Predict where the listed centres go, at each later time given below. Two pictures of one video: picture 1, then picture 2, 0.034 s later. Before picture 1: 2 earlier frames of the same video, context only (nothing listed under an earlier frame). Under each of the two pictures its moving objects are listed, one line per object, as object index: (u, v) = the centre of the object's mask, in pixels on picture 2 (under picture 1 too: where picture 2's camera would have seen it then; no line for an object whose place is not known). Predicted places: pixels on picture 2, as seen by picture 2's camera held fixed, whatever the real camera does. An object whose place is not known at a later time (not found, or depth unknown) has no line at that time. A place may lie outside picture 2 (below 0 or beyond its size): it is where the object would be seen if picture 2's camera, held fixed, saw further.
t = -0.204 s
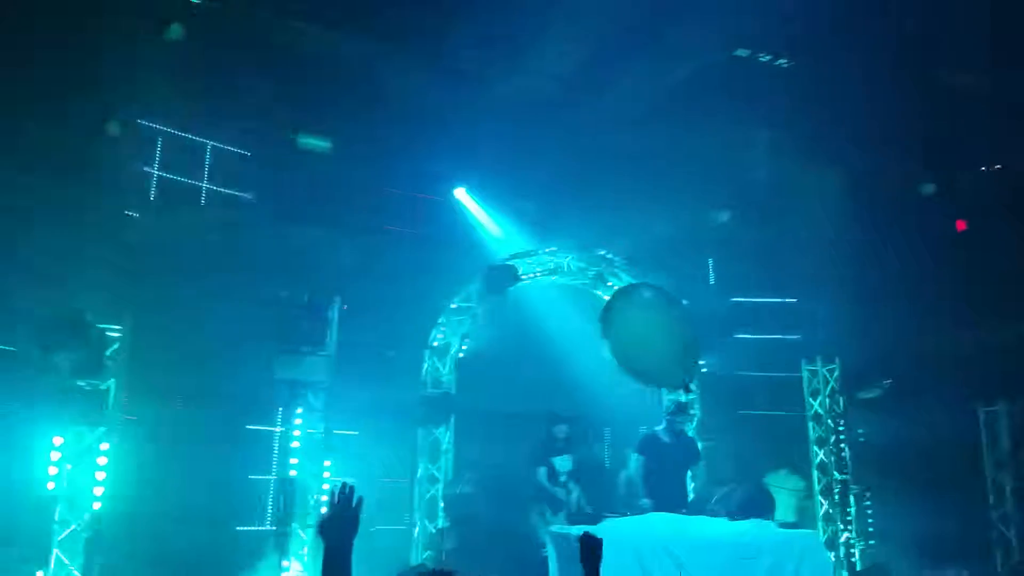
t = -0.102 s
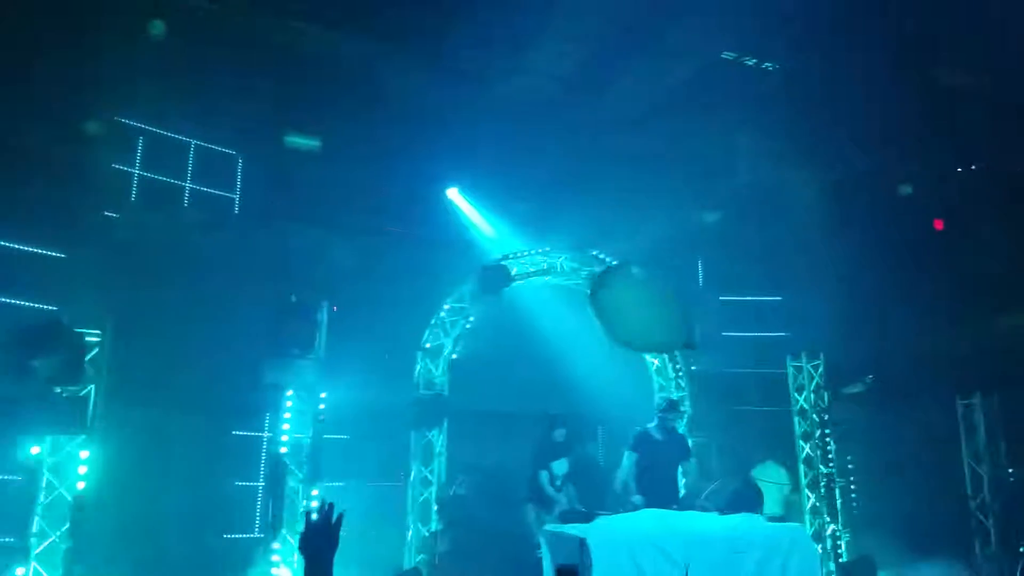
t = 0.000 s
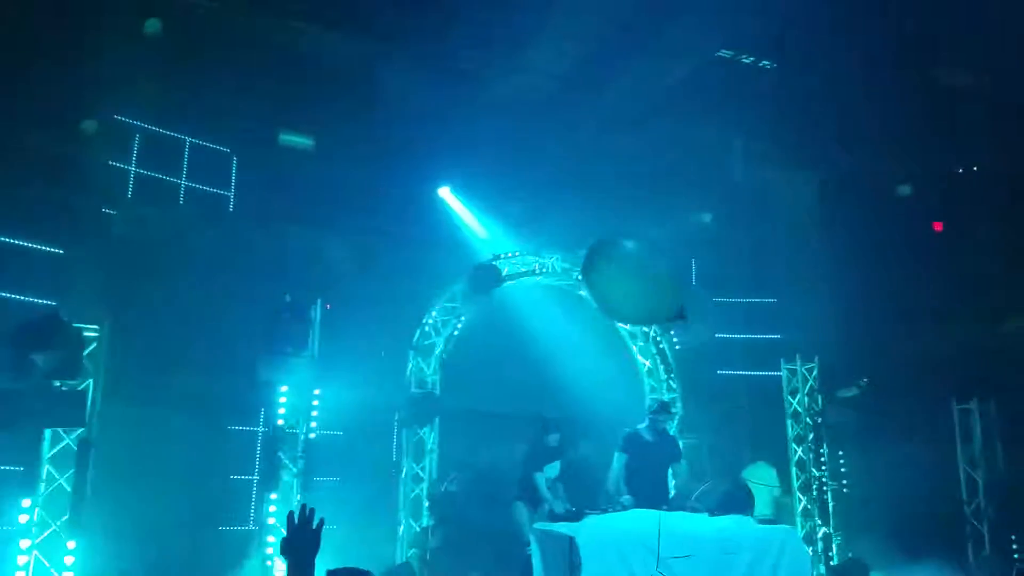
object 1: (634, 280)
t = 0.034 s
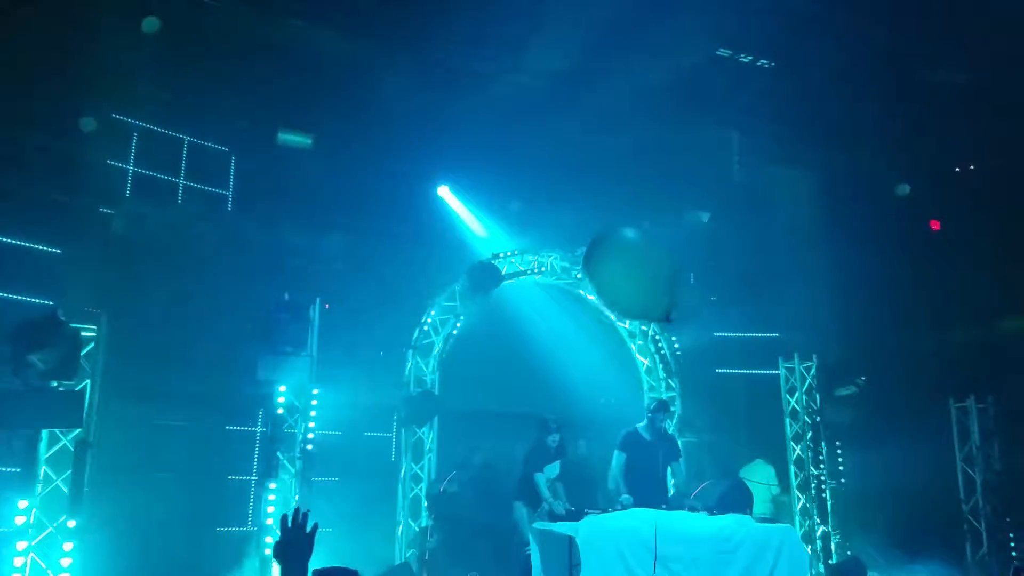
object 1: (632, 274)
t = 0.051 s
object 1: (632, 271)
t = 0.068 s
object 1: (630, 268)
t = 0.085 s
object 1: (628, 265)
